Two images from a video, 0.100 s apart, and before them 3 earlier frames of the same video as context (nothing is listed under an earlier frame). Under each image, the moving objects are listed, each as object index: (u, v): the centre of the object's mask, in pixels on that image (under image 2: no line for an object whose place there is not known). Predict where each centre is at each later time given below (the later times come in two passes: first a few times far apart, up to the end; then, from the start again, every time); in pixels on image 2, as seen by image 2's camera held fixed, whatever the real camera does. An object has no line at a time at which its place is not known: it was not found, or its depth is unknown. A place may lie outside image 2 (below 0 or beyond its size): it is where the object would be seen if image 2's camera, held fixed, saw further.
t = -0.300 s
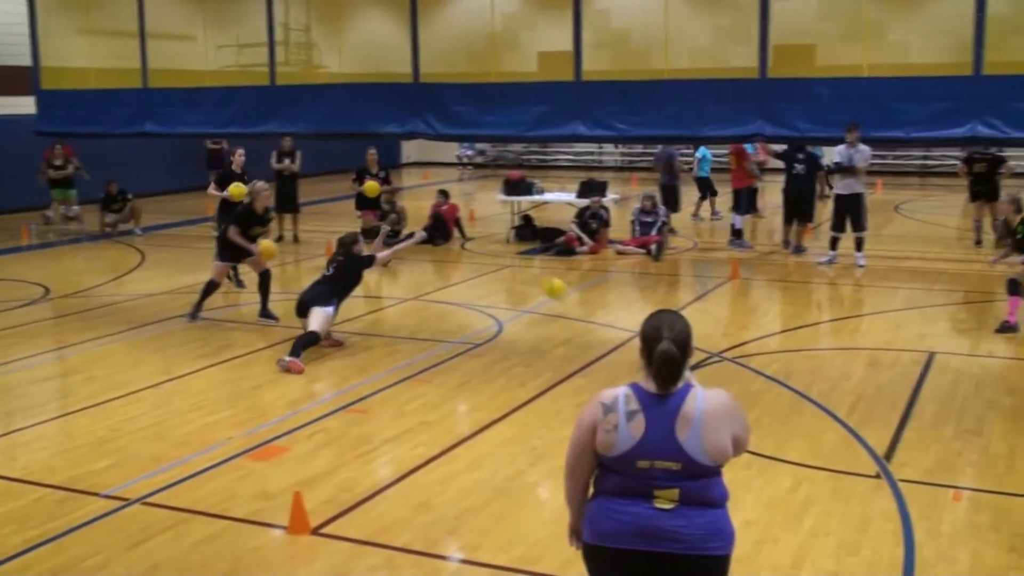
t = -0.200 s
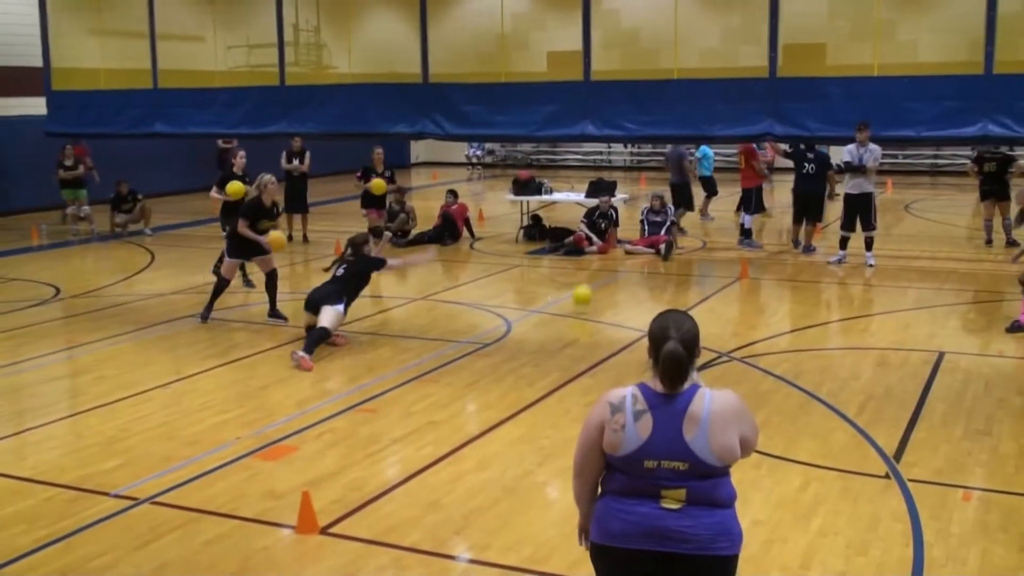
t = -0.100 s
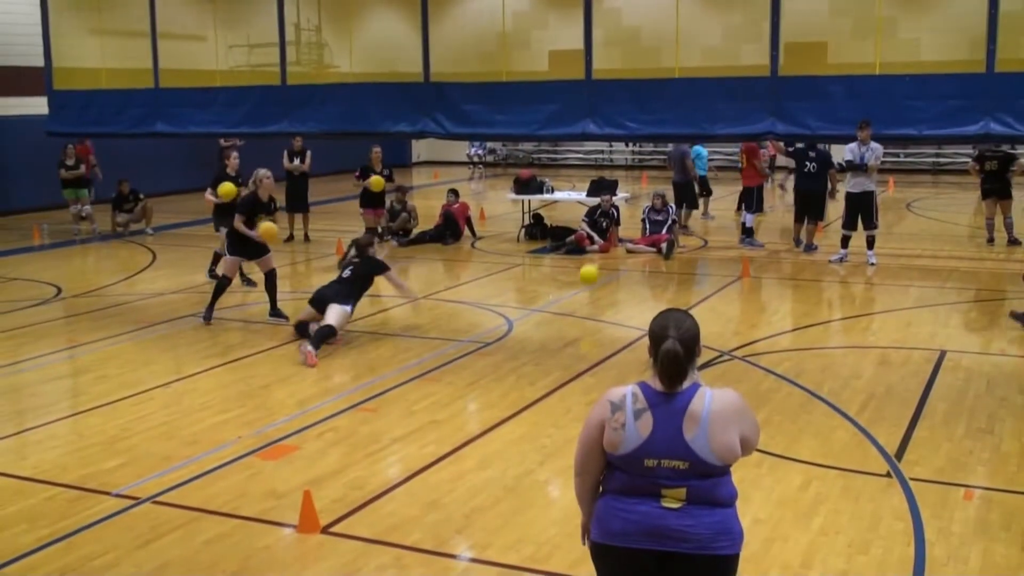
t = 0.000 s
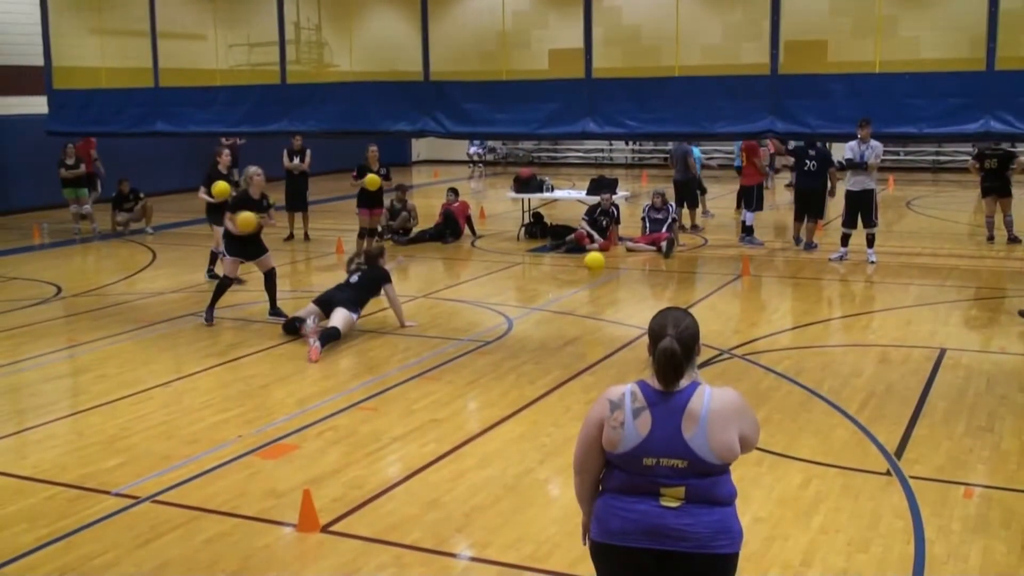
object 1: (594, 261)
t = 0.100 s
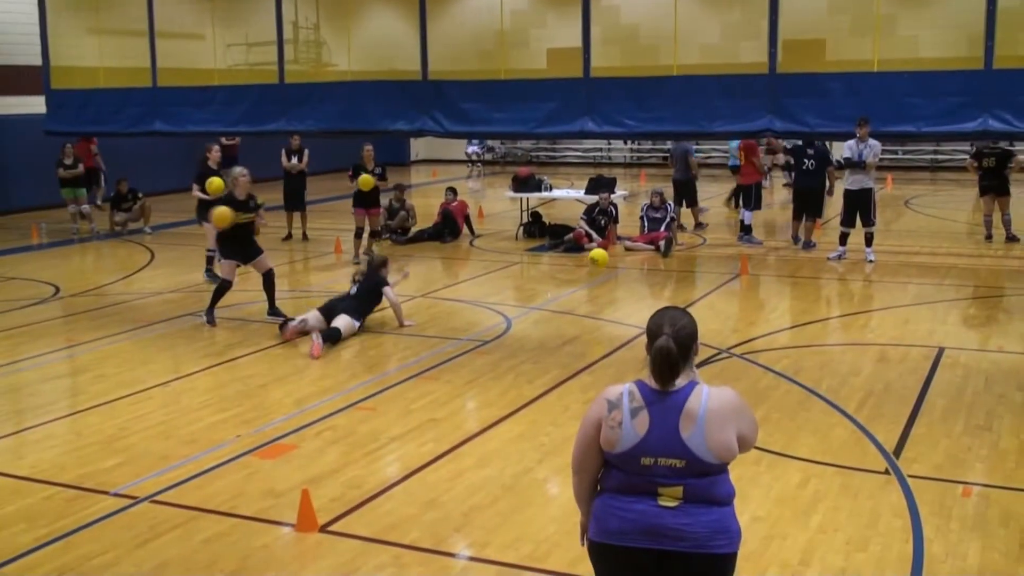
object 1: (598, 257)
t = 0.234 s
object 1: (605, 266)
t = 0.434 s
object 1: (614, 282)
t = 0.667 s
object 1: (623, 265)
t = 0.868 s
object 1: (631, 289)
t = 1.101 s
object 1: (641, 269)
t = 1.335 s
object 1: (651, 285)
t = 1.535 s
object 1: (659, 273)
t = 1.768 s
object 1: (668, 276)
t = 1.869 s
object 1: (671, 275)
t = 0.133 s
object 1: (600, 258)
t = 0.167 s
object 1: (602, 260)
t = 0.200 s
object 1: (603, 263)
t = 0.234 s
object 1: (605, 266)
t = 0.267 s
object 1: (607, 272)
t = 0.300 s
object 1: (608, 278)
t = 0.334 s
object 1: (609, 286)
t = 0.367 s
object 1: (611, 293)
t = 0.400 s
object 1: (613, 291)
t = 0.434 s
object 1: (614, 282)
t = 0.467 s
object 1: (615, 277)
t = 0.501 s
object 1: (617, 273)
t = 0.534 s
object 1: (618, 270)
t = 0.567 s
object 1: (619, 267)
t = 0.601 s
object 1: (621, 265)
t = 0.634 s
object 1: (622, 265)
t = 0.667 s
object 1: (623, 265)
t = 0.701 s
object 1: (625, 267)
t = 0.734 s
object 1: (626, 269)
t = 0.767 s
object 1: (627, 273)
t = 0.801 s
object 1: (628, 277)
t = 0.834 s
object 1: (630, 282)
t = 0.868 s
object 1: (631, 289)
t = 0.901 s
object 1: (633, 288)
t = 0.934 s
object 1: (634, 282)
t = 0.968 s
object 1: (635, 277)
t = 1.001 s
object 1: (637, 274)
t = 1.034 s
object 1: (638, 272)
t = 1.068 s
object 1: (639, 270)
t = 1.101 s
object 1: (641, 269)
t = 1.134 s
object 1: (642, 270)
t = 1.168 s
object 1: (644, 271)
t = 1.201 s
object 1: (645, 273)
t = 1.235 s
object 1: (647, 276)
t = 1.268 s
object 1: (648, 280)
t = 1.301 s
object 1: (650, 286)
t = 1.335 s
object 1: (651, 285)
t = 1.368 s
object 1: (653, 280)
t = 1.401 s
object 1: (654, 277)
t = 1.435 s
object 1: (655, 275)
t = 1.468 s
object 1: (656, 274)
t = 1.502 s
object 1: (658, 273)
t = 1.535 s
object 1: (659, 273)
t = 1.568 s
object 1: (659, 274)
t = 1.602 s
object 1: (661, 277)
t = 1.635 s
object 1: (662, 281)
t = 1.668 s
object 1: (664, 284)
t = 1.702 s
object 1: (665, 281)
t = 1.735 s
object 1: (666, 278)
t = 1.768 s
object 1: (668, 276)
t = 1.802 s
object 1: (669, 274)
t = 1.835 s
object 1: (670, 275)
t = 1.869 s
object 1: (671, 275)
